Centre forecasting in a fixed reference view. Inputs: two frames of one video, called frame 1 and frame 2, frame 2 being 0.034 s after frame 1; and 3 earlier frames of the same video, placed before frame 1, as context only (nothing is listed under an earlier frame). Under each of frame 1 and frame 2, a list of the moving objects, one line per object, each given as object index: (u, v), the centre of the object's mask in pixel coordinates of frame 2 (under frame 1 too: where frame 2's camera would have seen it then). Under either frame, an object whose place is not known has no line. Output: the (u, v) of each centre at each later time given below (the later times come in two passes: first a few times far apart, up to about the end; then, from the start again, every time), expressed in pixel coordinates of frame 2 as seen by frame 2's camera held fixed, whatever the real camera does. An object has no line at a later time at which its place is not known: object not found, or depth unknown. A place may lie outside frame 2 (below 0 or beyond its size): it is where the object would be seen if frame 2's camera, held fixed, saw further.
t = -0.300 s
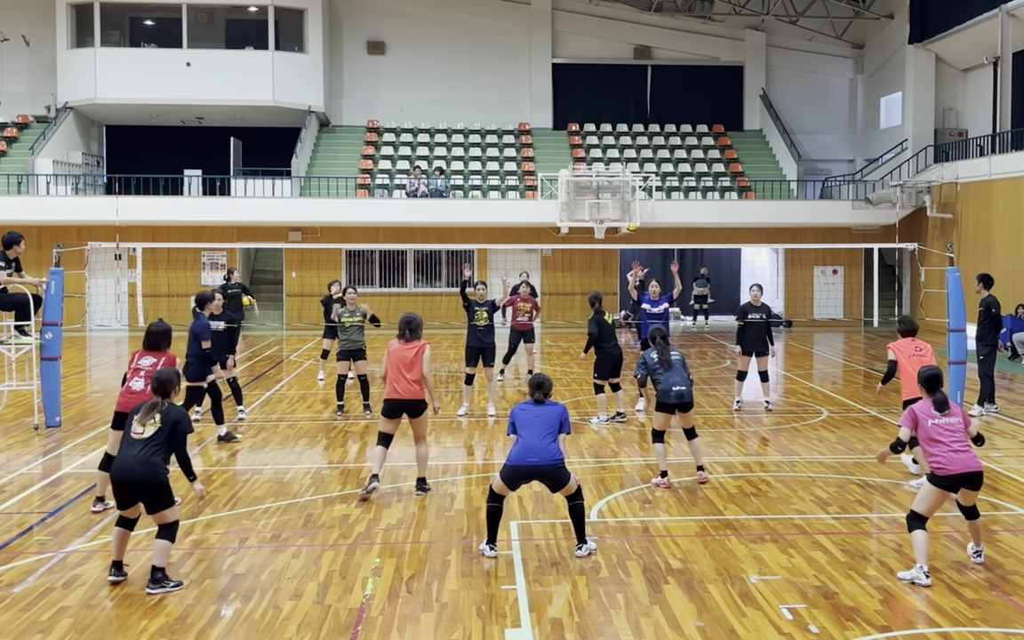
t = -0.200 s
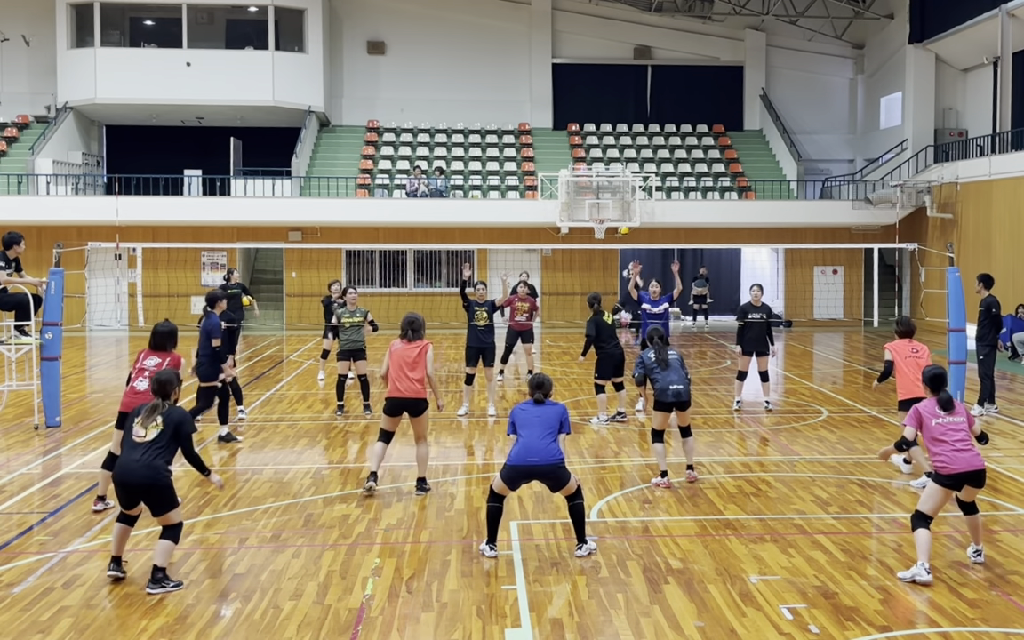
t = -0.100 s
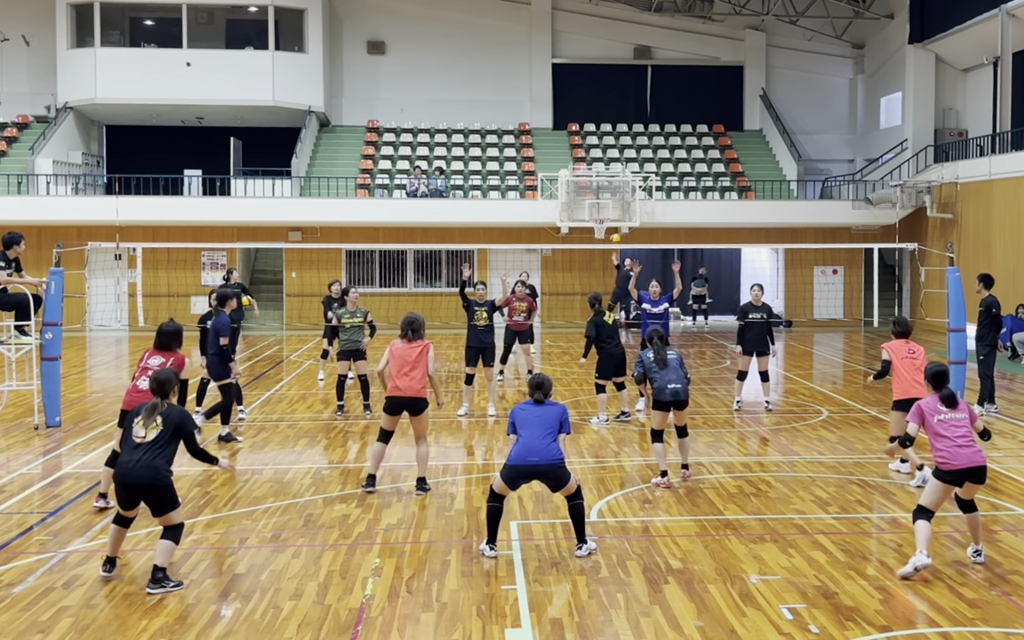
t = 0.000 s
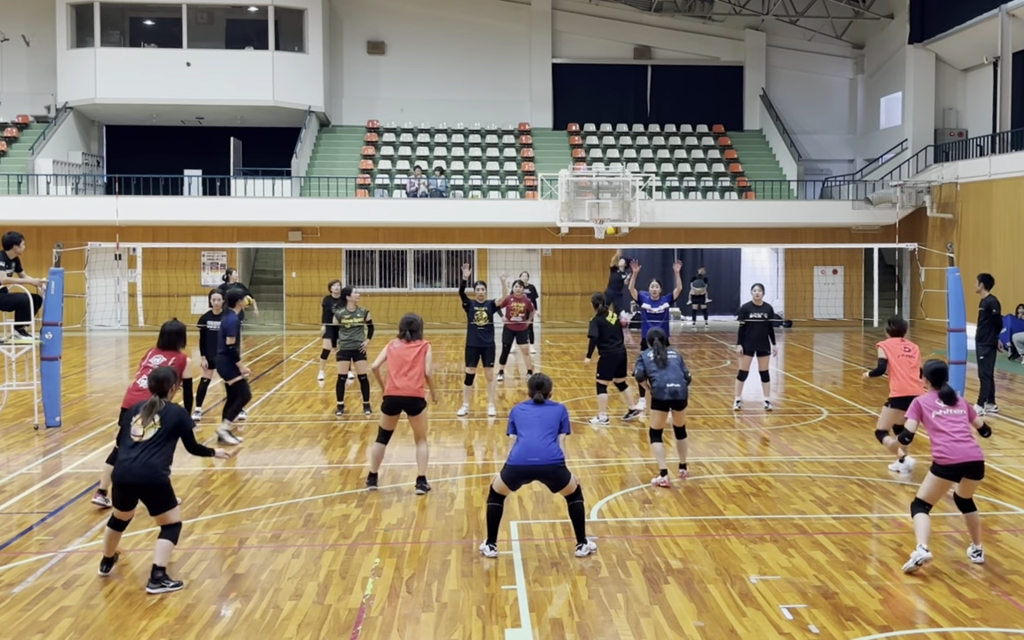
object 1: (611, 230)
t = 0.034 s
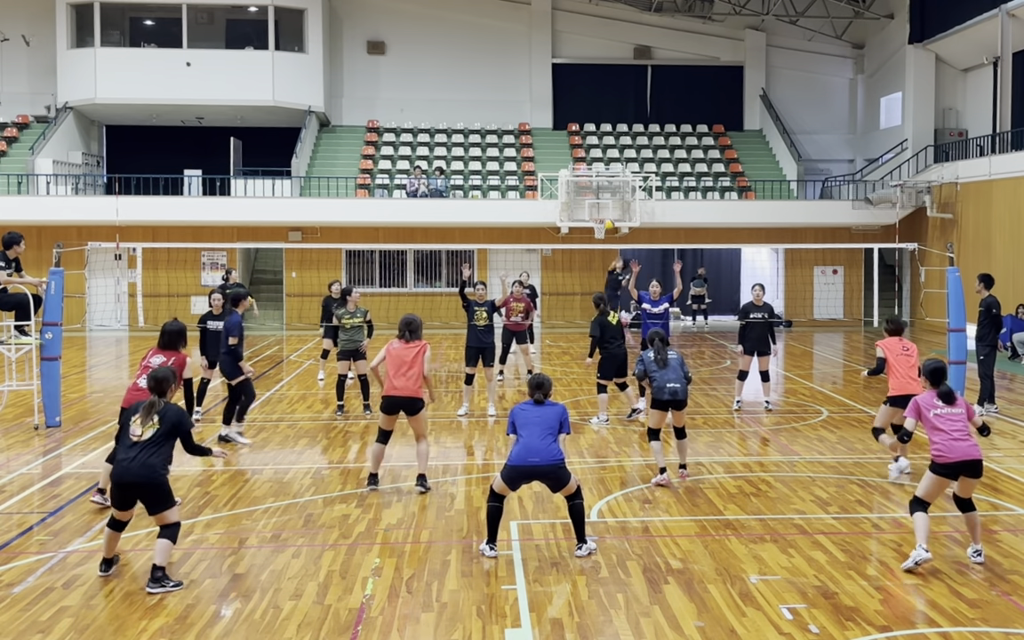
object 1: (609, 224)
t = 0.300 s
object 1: (596, 191)
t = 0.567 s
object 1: (583, 206)
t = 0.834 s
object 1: (577, 299)
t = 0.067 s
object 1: (607, 219)
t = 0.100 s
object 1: (606, 213)
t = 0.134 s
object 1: (604, 208)
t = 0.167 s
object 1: (603, 203)
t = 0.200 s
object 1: (602, 198)
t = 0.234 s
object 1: (600, 195)
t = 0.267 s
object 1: (598, 193)
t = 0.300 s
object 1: (596, 191)
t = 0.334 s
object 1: (595, 189)
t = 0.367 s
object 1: (592, 190)
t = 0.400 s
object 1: (591, 190)
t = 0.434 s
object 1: (589, 190)
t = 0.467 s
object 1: (588, 193)
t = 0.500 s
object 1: (586, 196)
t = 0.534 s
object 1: (585, 200)
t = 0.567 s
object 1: (583, 206)
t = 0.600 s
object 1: (583, 213)
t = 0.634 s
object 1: (581, 222)
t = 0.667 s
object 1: (580, 231)
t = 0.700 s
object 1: (580, 240)
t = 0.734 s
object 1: (579, 253)
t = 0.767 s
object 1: (578, 266)
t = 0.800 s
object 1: (577, 282)
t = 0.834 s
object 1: (577, 299)
